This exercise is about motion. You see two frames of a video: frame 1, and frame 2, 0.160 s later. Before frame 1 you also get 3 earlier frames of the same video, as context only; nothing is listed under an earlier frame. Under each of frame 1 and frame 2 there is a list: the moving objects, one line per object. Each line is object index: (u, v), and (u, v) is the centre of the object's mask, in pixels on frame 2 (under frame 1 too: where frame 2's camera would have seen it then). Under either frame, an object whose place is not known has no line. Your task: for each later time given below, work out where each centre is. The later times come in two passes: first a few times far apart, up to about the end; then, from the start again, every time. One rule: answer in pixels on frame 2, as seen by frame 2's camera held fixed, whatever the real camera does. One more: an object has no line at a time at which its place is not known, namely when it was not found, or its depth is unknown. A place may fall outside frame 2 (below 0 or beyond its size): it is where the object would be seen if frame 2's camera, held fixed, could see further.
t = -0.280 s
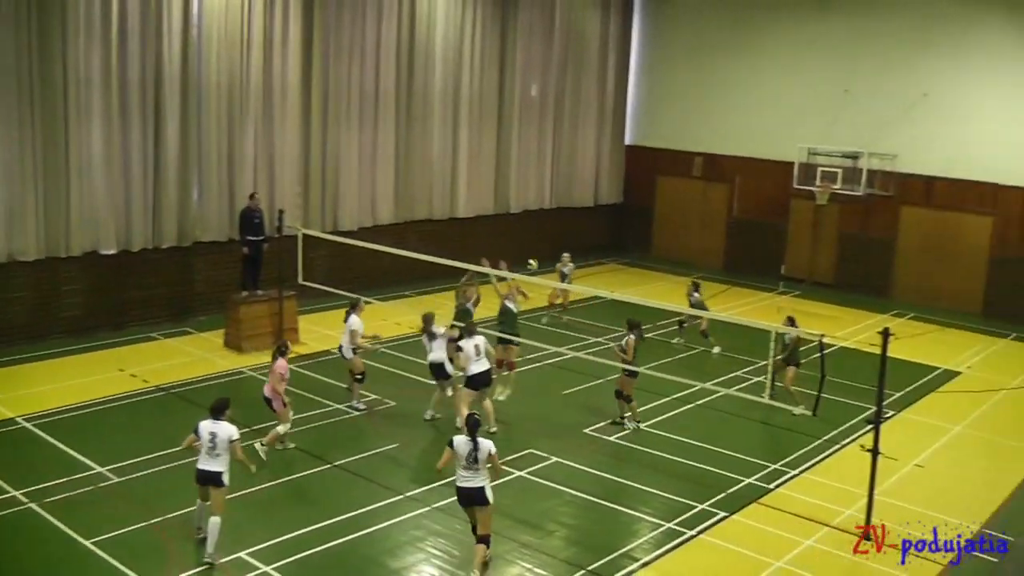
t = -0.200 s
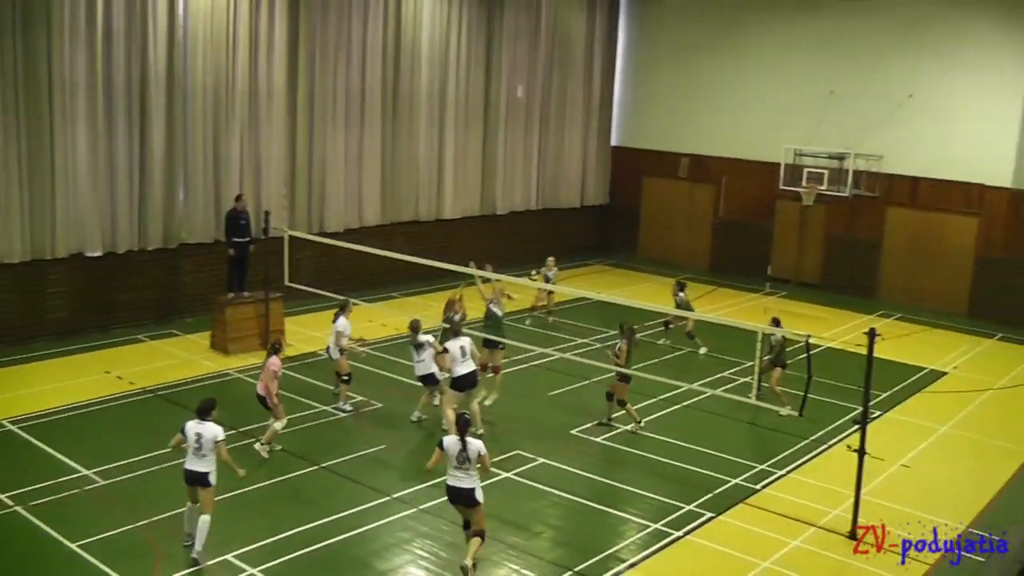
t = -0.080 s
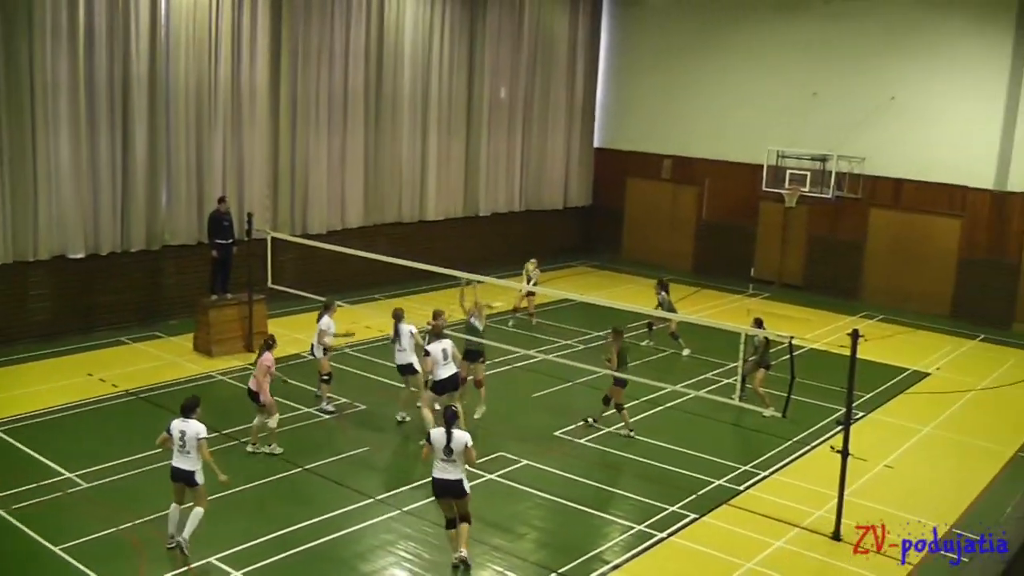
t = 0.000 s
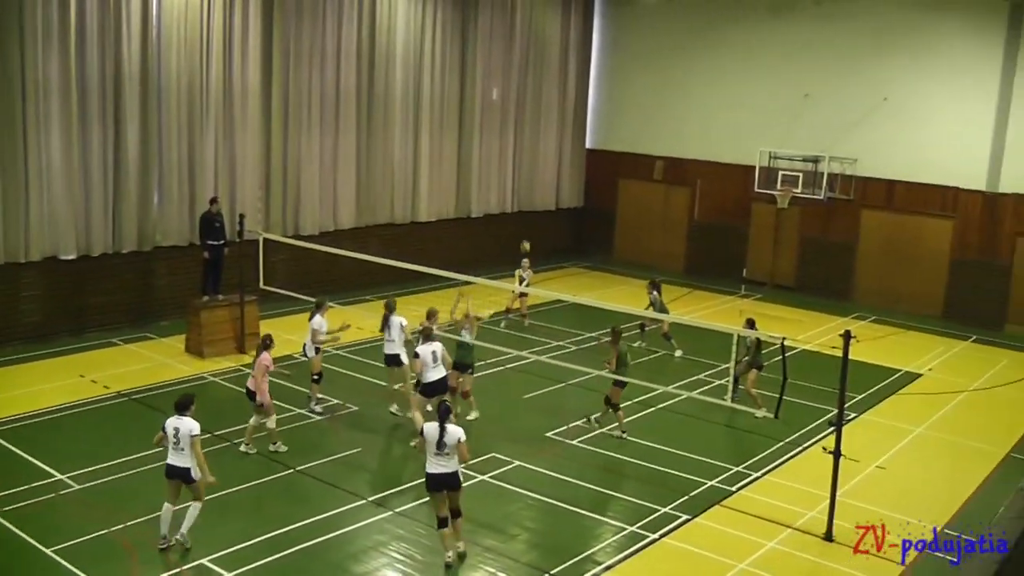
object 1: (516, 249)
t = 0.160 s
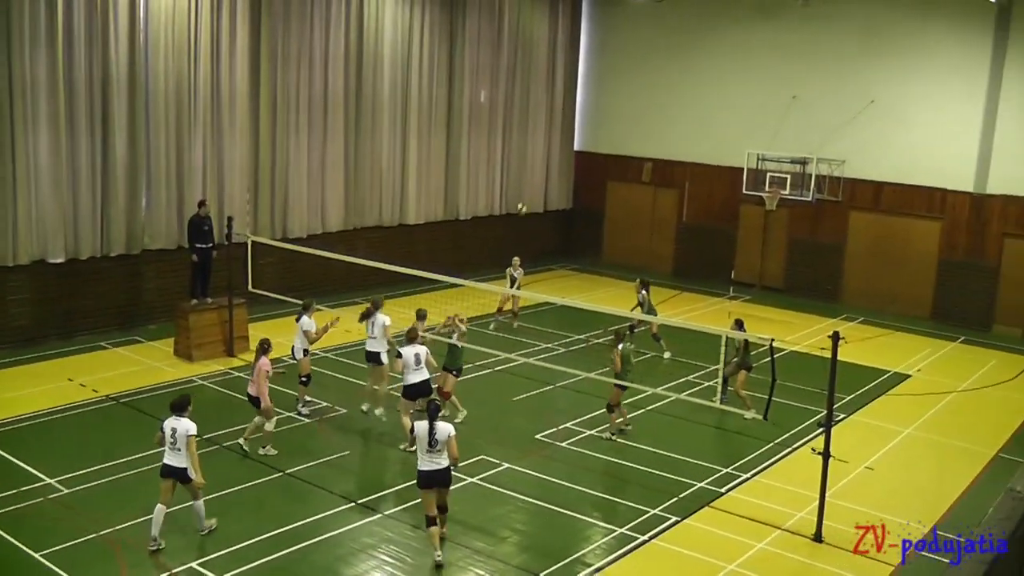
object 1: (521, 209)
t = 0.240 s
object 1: (524, 193)
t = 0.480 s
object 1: (532, 164)
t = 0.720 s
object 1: (543, 161)
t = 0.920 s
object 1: (554, 186)
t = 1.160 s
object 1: (566, 241)
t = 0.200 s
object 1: (524, 199)
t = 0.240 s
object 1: (524, 193)
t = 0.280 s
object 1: (526, 185)
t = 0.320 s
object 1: (527, 180)
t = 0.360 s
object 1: (528, 175)
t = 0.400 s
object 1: (530, 170)
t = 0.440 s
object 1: (532, 166)
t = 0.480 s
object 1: (532, 164)
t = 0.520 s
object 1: (535, 161)
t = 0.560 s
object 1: (536, 160)
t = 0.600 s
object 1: (538, 159)
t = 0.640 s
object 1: (539, 159)
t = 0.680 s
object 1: (541, 160)
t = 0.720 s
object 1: (543, 161)
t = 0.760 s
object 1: (545, 164)
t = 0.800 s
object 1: (548, 169)
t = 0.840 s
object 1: (549, 173)
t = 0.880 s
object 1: (551, 179)
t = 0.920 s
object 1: (554, 186)
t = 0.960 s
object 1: (555, 192)
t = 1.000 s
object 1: (558, 203)
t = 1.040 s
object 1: (560, 209)
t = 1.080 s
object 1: (562, 219)
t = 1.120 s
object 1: (564, 229)
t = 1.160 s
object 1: (566, 241)
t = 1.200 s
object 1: (568, 255)
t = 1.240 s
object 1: (568, 268)
